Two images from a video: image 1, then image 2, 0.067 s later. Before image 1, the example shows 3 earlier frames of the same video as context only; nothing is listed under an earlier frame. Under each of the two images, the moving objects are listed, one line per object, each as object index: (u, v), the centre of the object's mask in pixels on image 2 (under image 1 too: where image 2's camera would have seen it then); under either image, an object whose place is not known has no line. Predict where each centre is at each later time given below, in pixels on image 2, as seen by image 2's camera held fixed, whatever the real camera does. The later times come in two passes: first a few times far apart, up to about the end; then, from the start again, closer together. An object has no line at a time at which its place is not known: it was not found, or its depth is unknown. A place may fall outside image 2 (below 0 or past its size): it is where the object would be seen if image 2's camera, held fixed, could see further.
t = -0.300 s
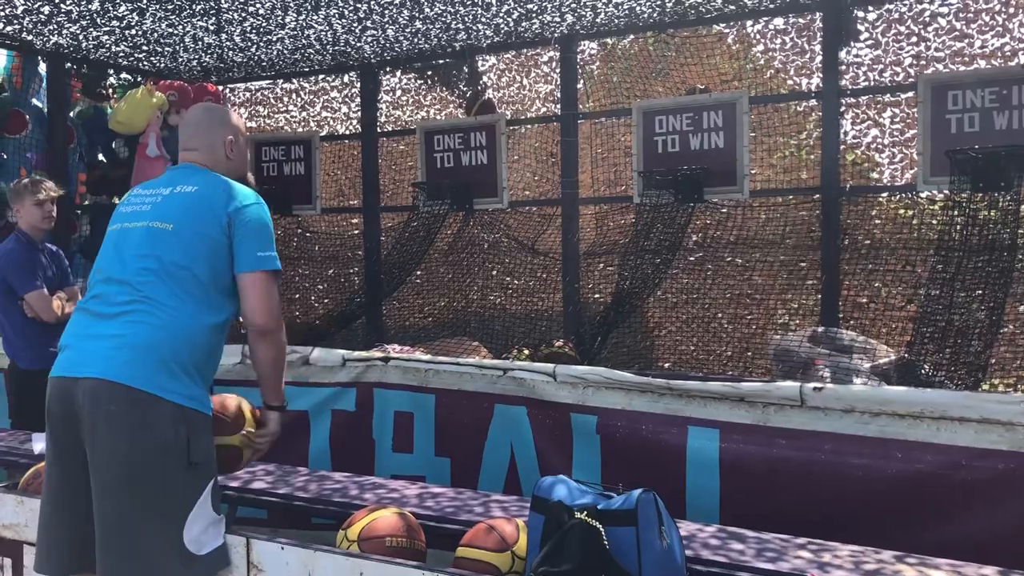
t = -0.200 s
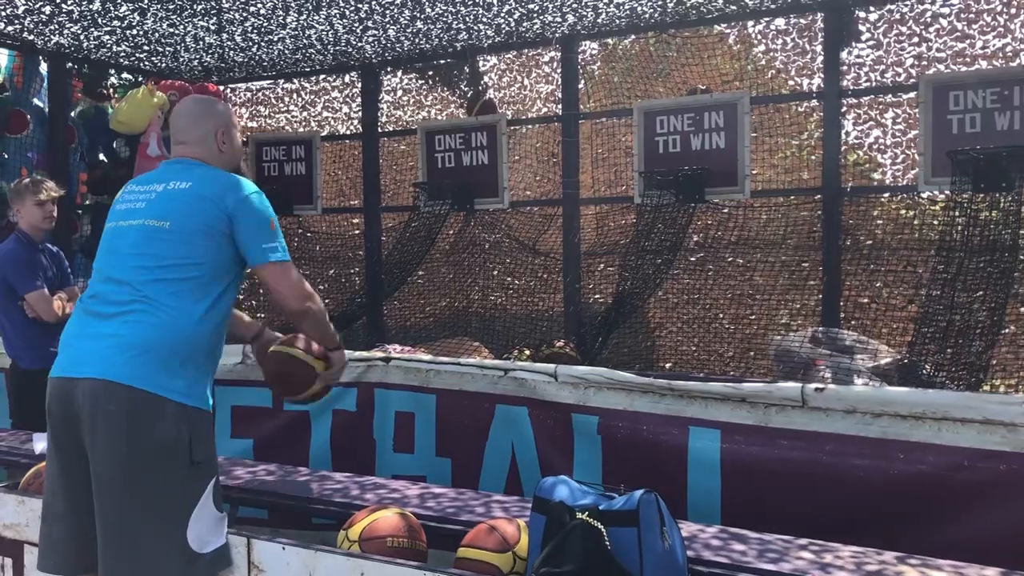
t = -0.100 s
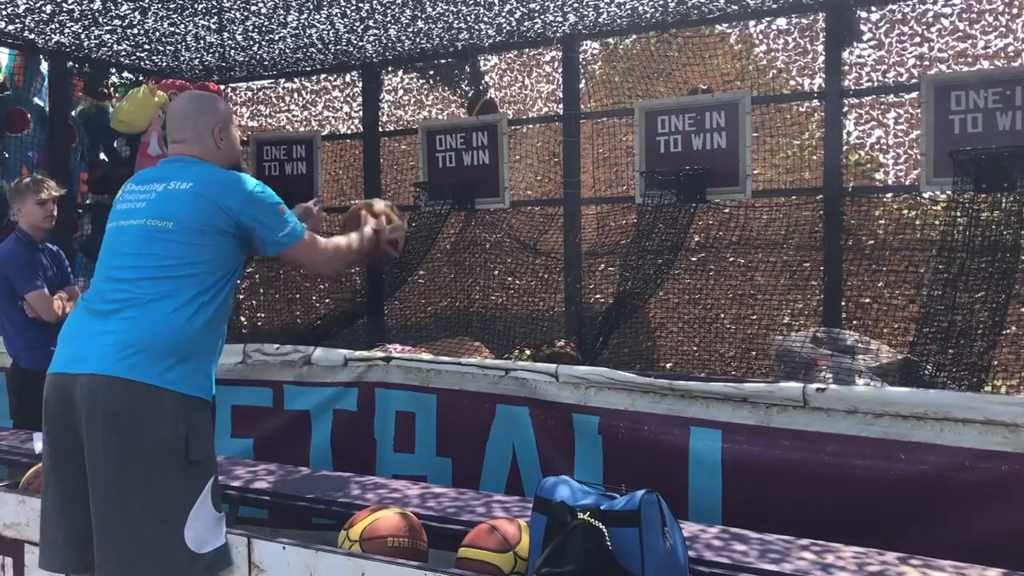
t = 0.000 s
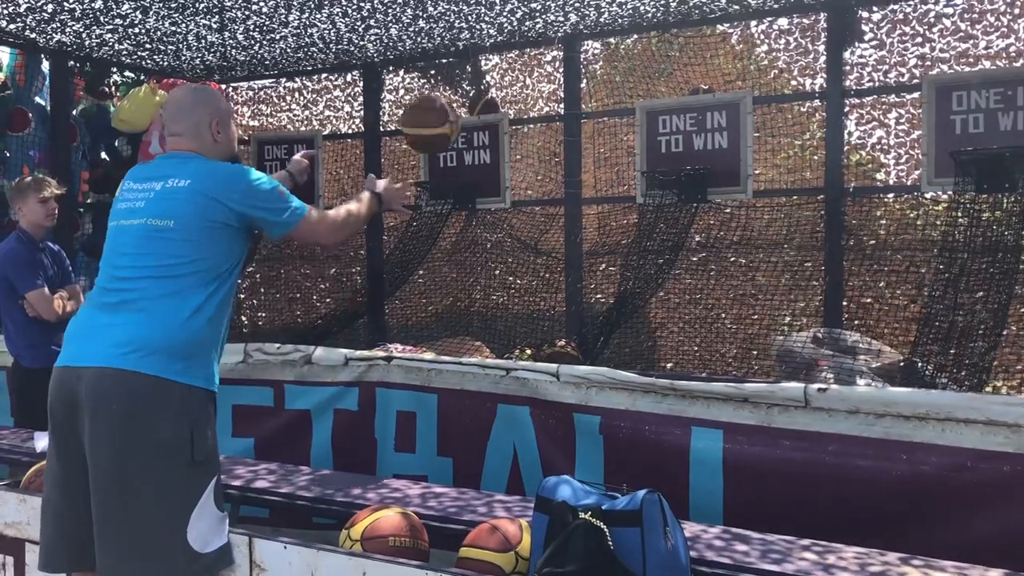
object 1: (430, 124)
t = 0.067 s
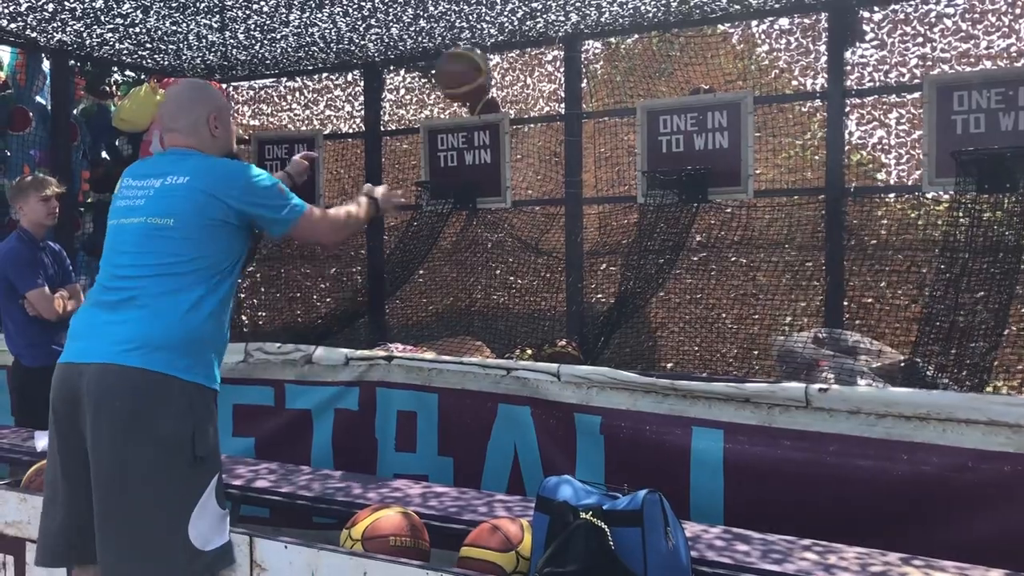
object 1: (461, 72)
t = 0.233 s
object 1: (528, 14)
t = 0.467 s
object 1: (600, 19)
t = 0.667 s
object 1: (645, 90)
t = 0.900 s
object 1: (672, 106)
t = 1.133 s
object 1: (679, 43)
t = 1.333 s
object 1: (685, 57)
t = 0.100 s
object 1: (477, 56)
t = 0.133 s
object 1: (492, 39)
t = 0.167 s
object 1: (505, 25)
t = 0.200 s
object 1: (517, 19)
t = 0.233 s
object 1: (528, 14)
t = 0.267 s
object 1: (541, 13)
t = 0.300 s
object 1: (552, 12)
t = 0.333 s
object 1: (565, 11)
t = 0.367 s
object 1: (573, 11)
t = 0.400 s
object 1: (581, 13)
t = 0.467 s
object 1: (600, 19)
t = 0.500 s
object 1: (608, 25)
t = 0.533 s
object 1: (617, 35)
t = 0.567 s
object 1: (623, 46)
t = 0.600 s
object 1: (629, 61)
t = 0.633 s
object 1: (638, 74)
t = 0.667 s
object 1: (645, 90)
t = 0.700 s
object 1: (651, 105)
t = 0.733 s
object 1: (659, 122)
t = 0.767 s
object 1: (665, 147)
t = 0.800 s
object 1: (667, 153)
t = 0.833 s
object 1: (670, 136)
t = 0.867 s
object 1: (671, 121)
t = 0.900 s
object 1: (672, 106)
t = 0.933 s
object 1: (673, 92)
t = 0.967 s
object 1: (674, 81)
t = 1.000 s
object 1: (676, 70)
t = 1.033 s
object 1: (677, 63)
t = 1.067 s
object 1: (676, 52)
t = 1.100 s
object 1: (678, 47)
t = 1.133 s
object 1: (679, 43)
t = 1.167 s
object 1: (680, 41)
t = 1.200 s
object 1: (680, 41)
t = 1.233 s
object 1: (681, 42)
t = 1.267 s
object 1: (682, 45)
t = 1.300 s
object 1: (685, 49)
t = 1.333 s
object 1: (685, 57)
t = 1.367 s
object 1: (687, 71)
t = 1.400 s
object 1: (689, 82)
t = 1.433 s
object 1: (691, 100)
